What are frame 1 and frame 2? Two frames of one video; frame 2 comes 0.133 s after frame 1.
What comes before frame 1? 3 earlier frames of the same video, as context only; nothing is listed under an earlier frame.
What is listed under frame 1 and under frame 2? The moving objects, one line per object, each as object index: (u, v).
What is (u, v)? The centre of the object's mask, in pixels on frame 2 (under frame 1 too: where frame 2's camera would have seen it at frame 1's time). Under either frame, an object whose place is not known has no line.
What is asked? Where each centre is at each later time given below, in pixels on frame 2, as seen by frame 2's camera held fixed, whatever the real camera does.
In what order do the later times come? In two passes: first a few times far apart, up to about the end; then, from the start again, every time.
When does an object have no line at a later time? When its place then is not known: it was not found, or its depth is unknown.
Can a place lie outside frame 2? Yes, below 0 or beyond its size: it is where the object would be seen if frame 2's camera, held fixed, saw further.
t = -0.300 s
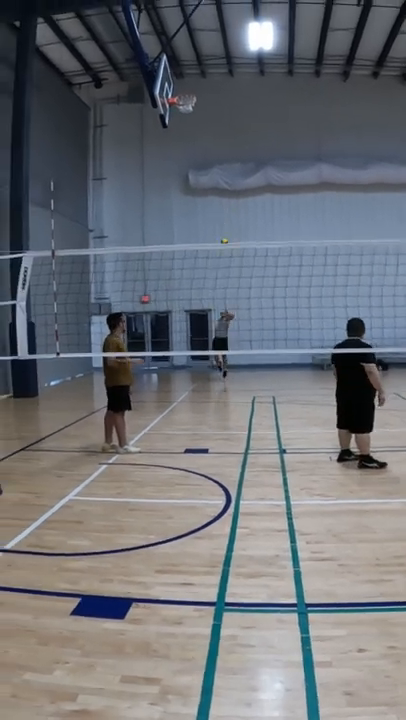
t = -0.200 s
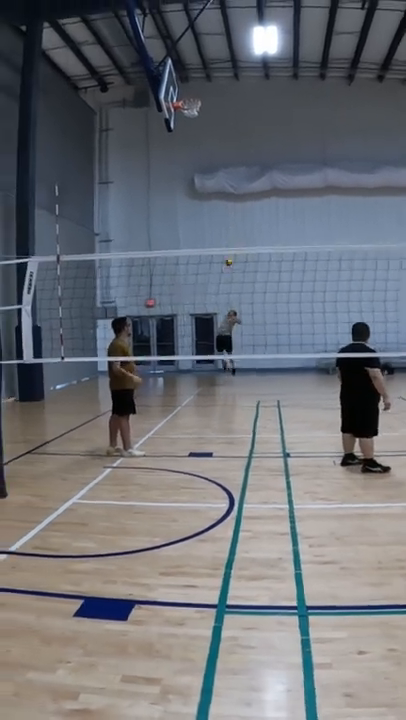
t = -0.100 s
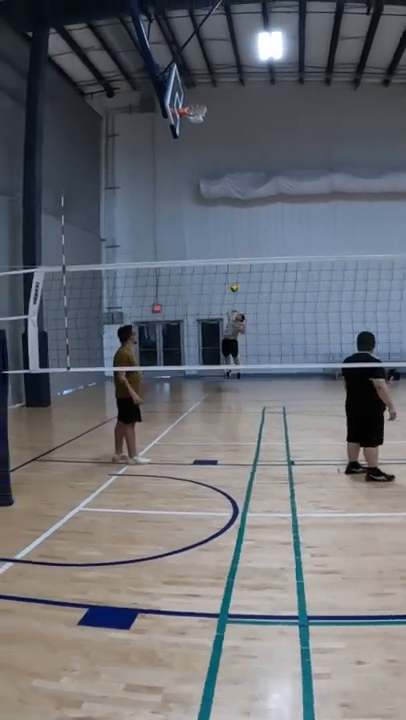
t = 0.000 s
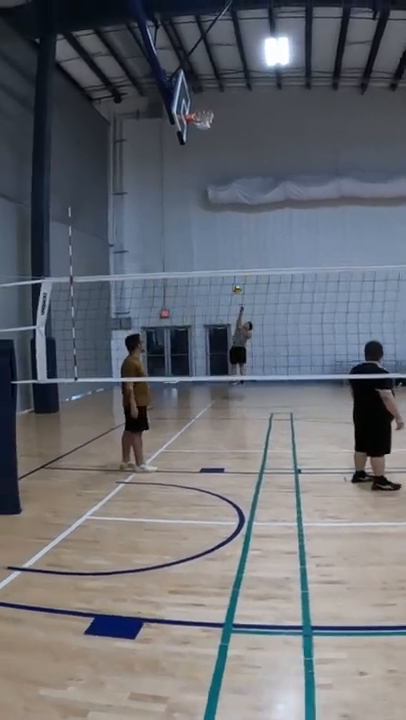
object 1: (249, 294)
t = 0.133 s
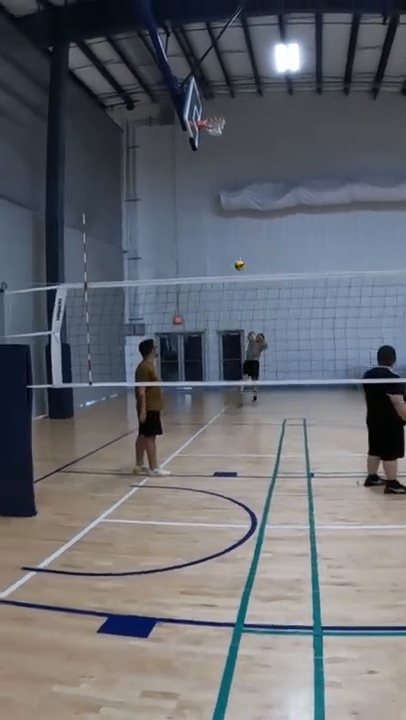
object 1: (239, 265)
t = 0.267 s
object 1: (226, 236)
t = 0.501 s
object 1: (200, 183)
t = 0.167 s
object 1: (236, 259)
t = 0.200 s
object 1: (233, 251)
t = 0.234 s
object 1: (230, 244)
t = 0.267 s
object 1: (226, 236)
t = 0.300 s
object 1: (221, 229)
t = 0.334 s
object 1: (217, 220)
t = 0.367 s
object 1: (215, 214)
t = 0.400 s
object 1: (211, 207)
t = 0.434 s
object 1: (208, 200)
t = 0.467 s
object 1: (203, 191)
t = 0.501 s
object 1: (200, 183)
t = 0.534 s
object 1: (197, 174)
